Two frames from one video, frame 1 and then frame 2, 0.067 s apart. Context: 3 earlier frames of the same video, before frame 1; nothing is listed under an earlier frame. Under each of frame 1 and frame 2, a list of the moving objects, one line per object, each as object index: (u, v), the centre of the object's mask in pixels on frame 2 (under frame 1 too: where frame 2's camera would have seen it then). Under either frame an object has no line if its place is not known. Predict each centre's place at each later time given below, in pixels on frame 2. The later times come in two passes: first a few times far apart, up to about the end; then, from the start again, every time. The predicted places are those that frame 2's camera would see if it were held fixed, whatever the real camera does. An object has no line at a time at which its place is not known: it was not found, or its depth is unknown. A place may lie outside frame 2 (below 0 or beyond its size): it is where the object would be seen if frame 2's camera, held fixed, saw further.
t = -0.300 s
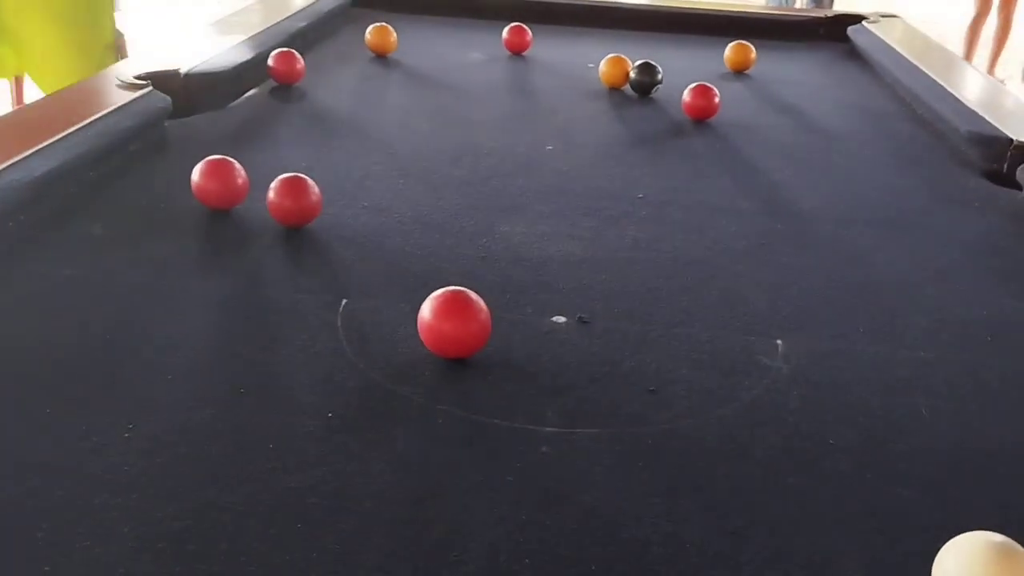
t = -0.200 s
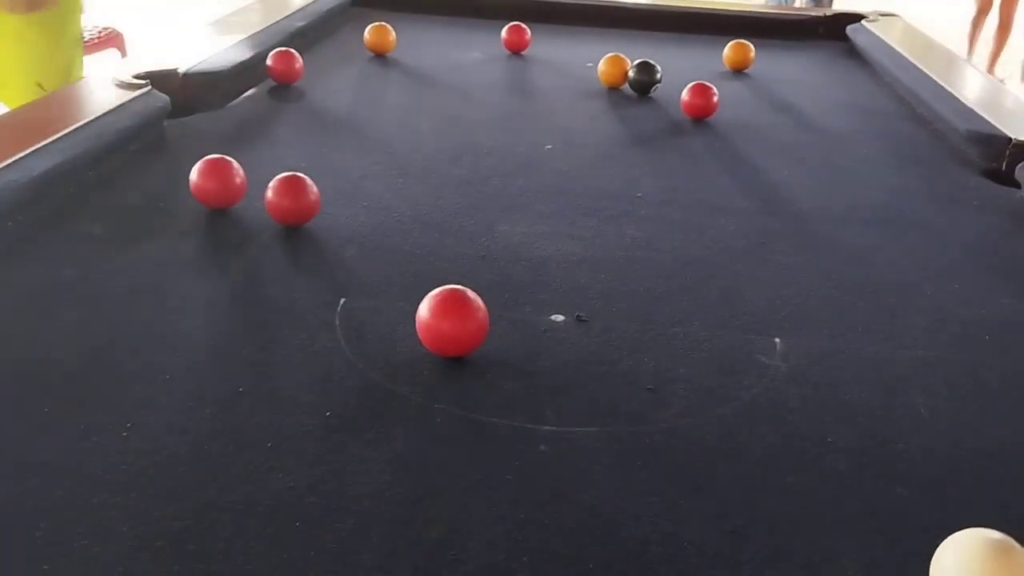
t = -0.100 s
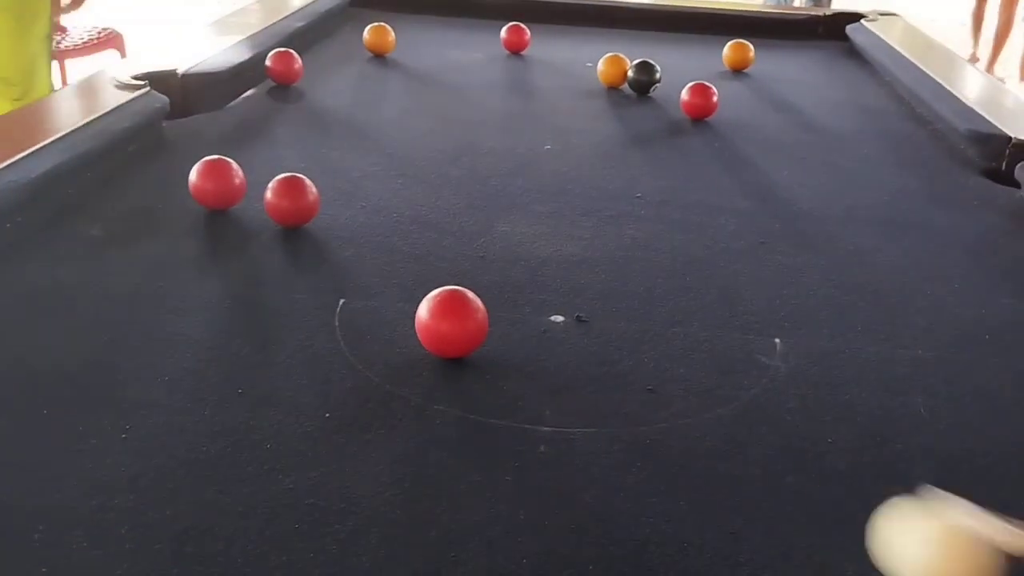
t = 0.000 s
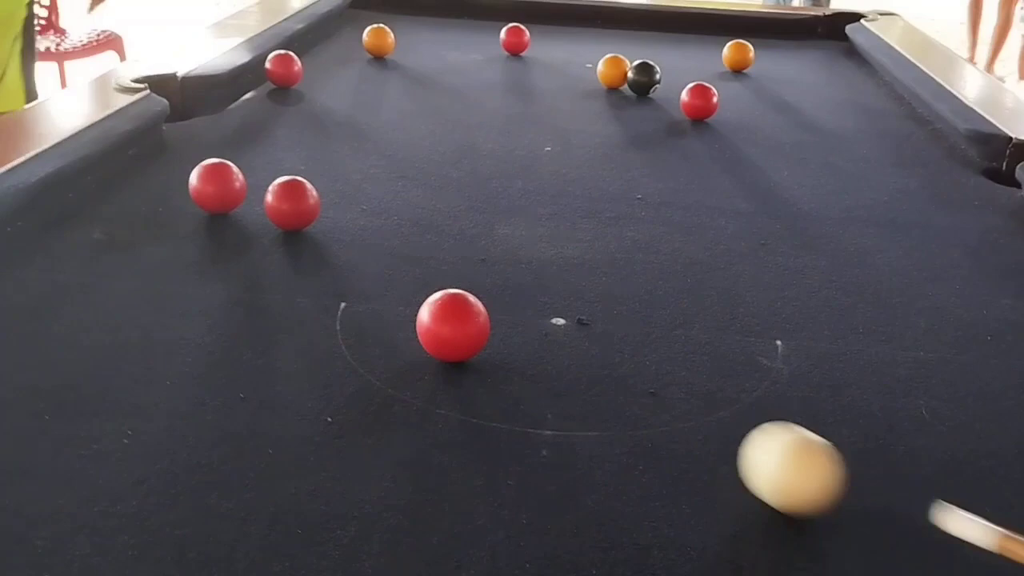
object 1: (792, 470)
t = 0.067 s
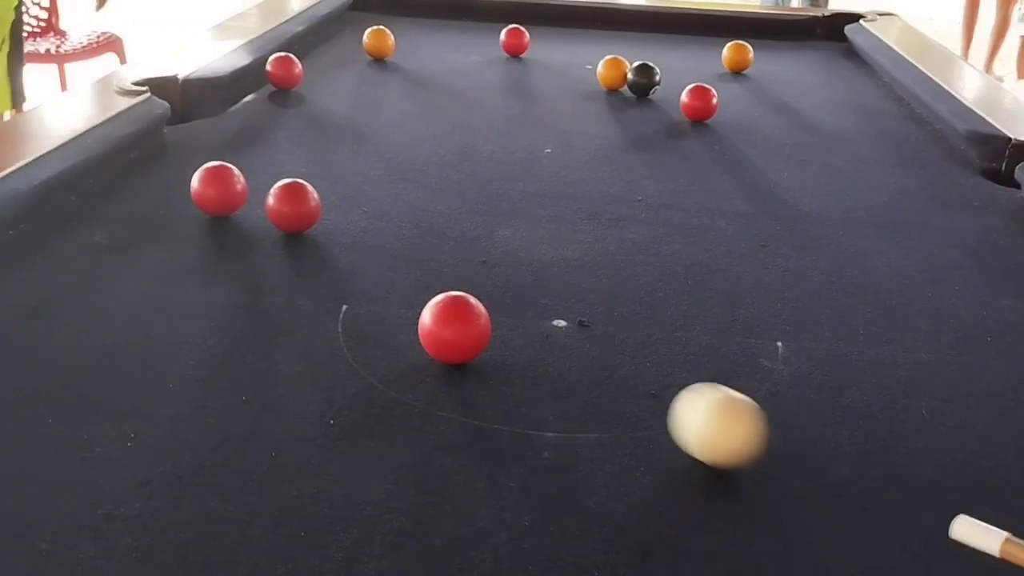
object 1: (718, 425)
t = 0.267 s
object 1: (546, 323)
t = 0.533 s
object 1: (392, 232)
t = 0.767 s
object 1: (331, 177)
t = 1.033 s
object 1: (304, 132)
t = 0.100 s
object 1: (684, 405)
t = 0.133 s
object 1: (653, 387)
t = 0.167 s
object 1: (623, 369)
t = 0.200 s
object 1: (596, 353)
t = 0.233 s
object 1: (570, 337)
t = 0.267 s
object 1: (546, 323)
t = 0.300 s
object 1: (522, 309)
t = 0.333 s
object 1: (503, 294)
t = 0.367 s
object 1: (482, 280)
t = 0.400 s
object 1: (461, 270)
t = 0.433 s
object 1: (442, 262)
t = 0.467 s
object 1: (425, 252)
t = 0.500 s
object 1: (407, 241)
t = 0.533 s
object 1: (392, 232)
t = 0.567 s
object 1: (376, 223)
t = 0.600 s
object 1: (362, 214)
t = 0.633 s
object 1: (350, 206)
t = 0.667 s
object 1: (344, 198)
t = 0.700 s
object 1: (340, 191)
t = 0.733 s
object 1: (336, 184)
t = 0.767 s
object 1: (331, 177)
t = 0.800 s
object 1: (327, 170)
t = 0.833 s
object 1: (323, 164)
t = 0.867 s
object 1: (320, 159)
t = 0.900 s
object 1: (317, 153)
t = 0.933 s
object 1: (313, 147)
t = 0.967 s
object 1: (310, 141)
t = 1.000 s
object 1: (307, 136)
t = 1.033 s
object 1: (304, 132)
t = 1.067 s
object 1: (301, 127)
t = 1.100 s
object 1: (298, 122)
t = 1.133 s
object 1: (295, 118)
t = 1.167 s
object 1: (293, 113)
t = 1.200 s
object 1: (290, 109)
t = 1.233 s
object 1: (287, 105)
